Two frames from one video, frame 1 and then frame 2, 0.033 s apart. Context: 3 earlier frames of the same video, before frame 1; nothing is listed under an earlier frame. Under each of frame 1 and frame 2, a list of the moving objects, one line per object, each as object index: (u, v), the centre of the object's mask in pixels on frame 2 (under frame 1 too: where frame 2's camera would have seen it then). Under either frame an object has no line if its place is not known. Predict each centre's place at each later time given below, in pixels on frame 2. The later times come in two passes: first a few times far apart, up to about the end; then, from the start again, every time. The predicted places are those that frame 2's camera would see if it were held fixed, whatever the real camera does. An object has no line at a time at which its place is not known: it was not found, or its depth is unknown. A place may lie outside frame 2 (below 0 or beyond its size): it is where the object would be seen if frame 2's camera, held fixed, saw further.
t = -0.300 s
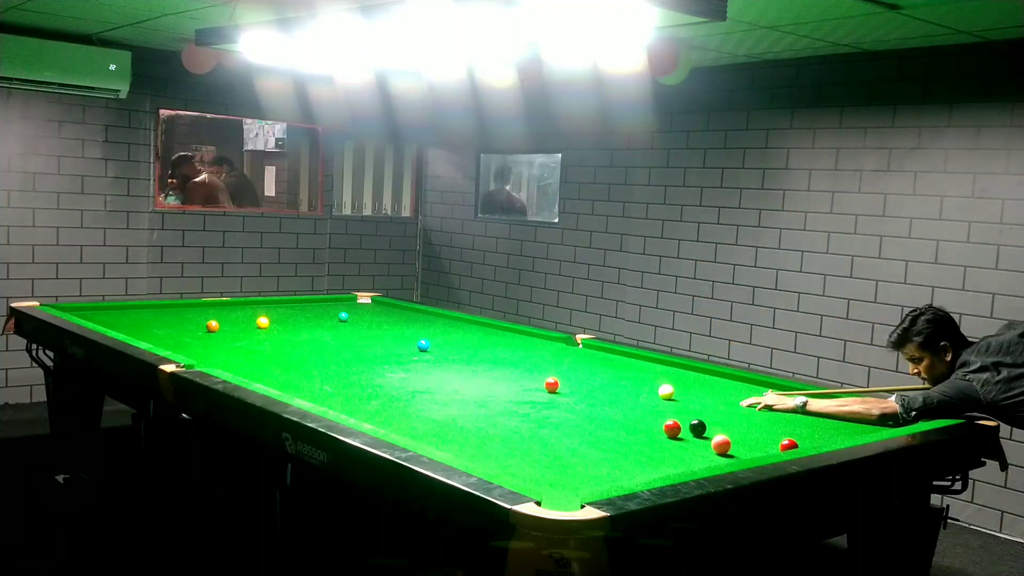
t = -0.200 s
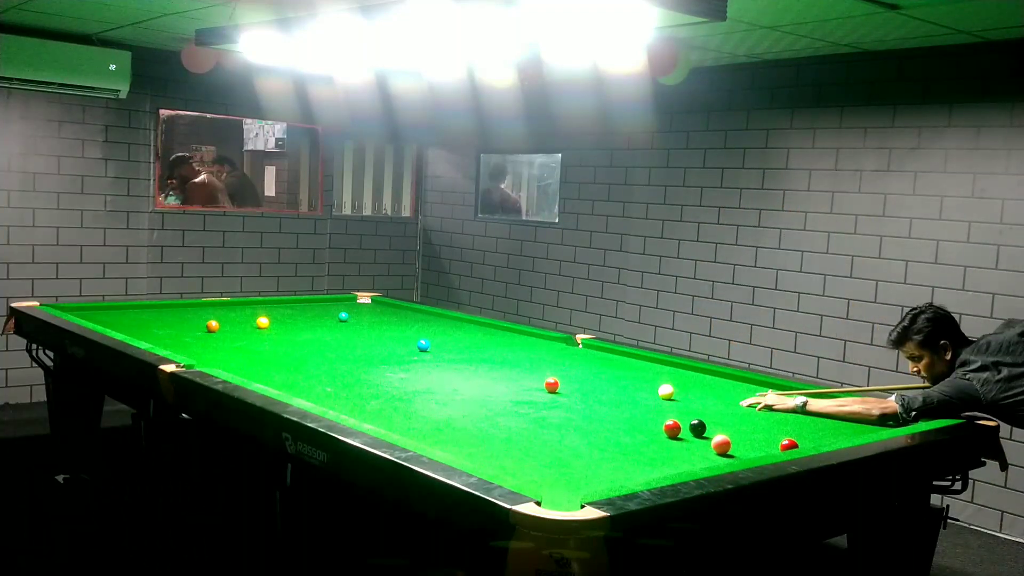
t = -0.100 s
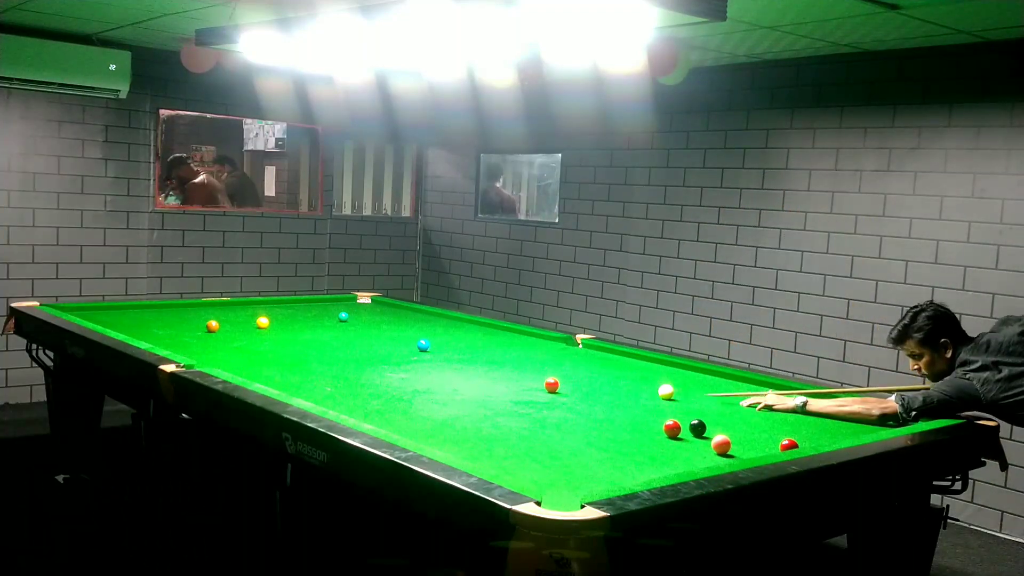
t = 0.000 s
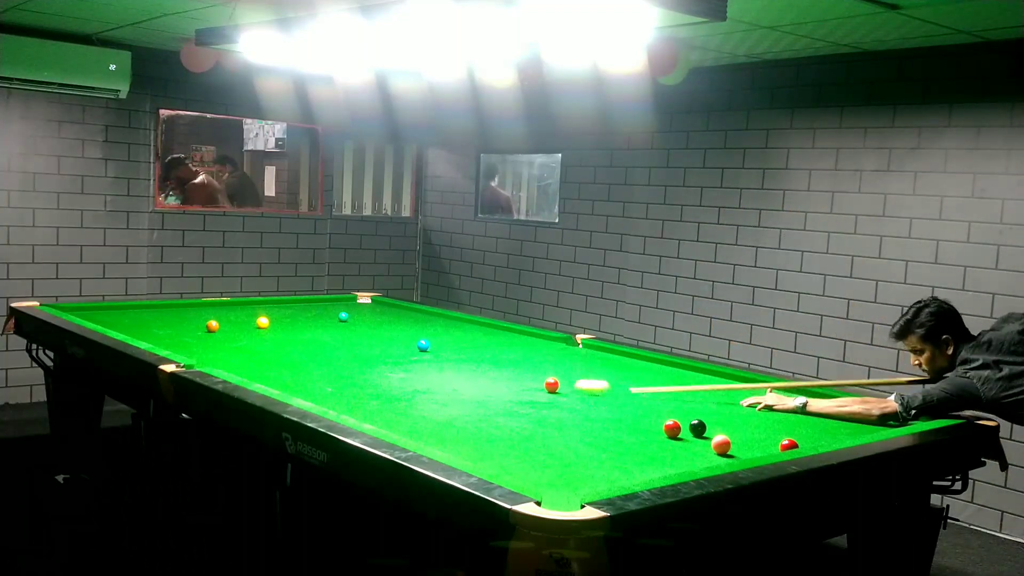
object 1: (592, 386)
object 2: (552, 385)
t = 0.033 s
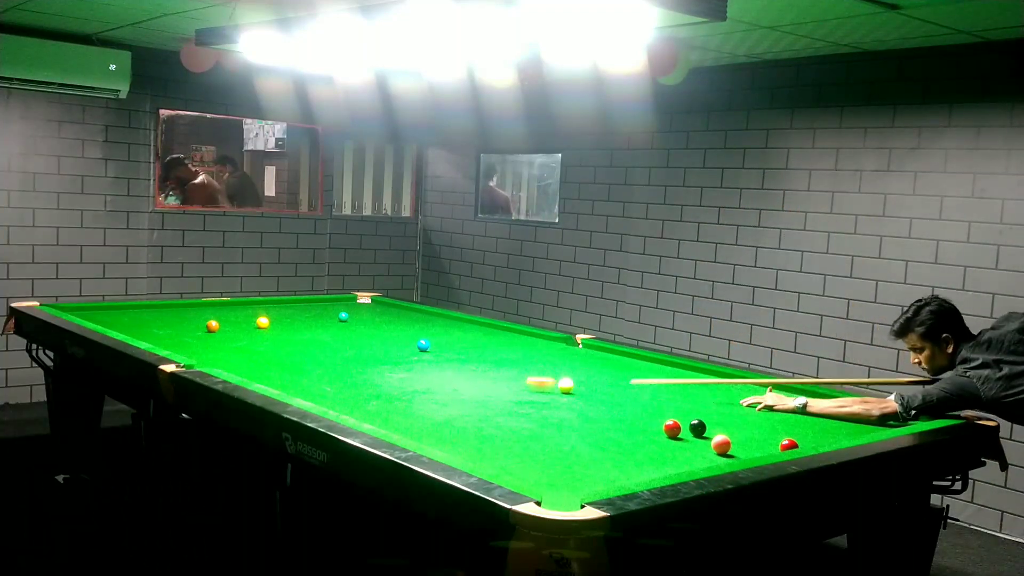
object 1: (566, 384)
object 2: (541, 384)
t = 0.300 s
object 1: (580, 385)
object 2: (282, 372)
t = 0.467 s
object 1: (611, 386)
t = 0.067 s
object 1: (565, 384)
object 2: (506, 382)
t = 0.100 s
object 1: (565, 384)
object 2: (472, 381)
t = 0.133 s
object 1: (565, 384)
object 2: (438, 379)
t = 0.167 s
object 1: (567, 384)
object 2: (406, 378)
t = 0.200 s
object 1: (569, 384)
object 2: (375, 376)
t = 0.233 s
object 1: (572, 384)
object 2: (342, 374)
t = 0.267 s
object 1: (575, 385)
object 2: (312, 373)
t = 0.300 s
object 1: (580, 385)
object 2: (282, 372)
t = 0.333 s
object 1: (585, 385)
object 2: (252, 371)
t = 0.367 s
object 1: (590, 385)
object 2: (224, 367)
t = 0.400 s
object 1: (597, 385)
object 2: (196, 366)
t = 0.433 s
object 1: (604, 386)
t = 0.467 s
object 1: (611, 386)
